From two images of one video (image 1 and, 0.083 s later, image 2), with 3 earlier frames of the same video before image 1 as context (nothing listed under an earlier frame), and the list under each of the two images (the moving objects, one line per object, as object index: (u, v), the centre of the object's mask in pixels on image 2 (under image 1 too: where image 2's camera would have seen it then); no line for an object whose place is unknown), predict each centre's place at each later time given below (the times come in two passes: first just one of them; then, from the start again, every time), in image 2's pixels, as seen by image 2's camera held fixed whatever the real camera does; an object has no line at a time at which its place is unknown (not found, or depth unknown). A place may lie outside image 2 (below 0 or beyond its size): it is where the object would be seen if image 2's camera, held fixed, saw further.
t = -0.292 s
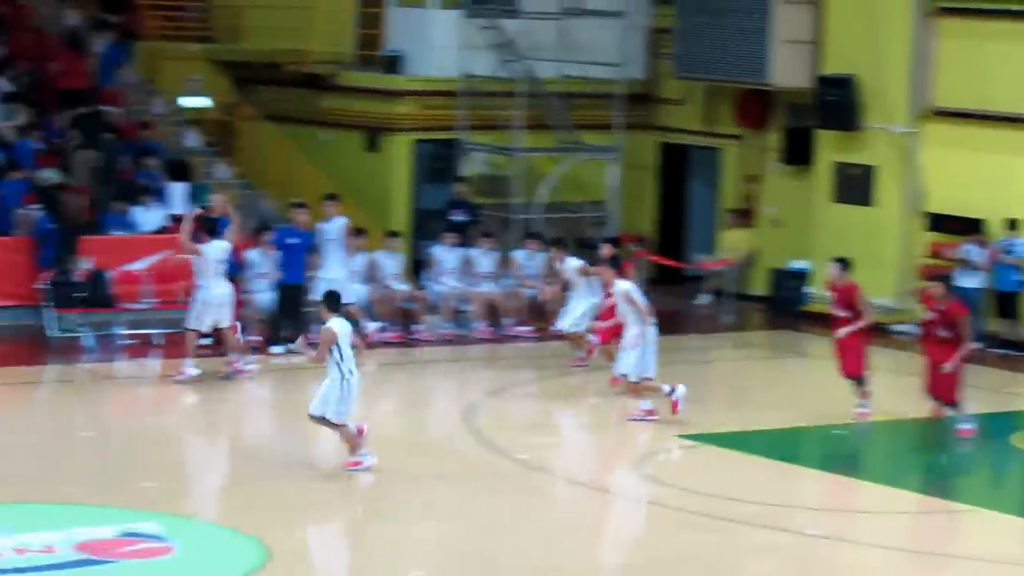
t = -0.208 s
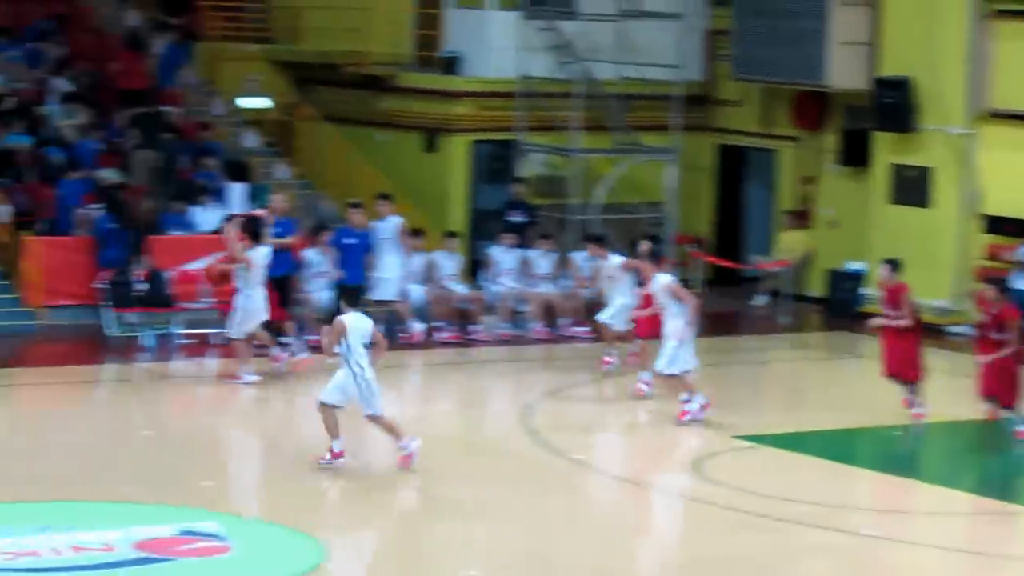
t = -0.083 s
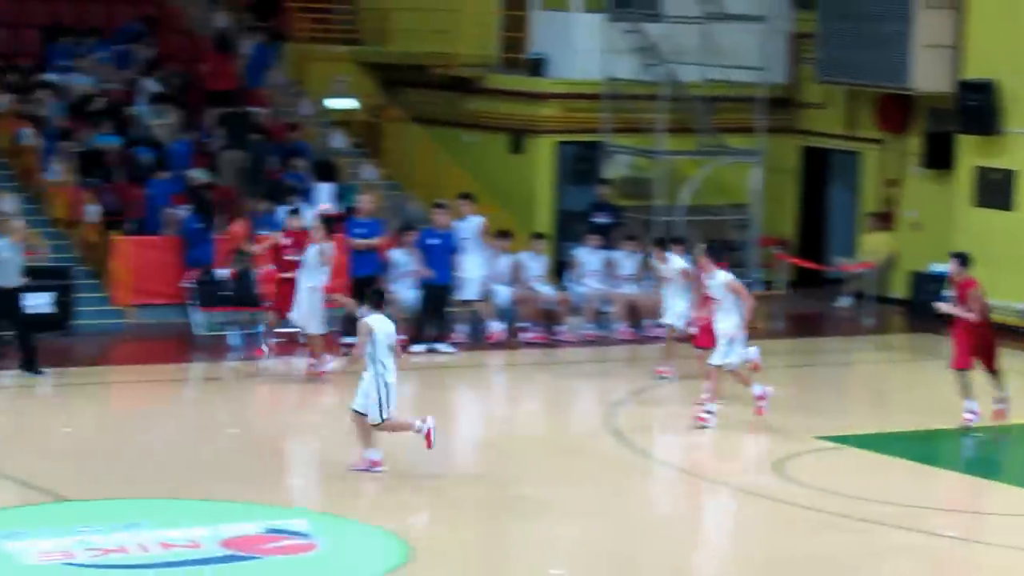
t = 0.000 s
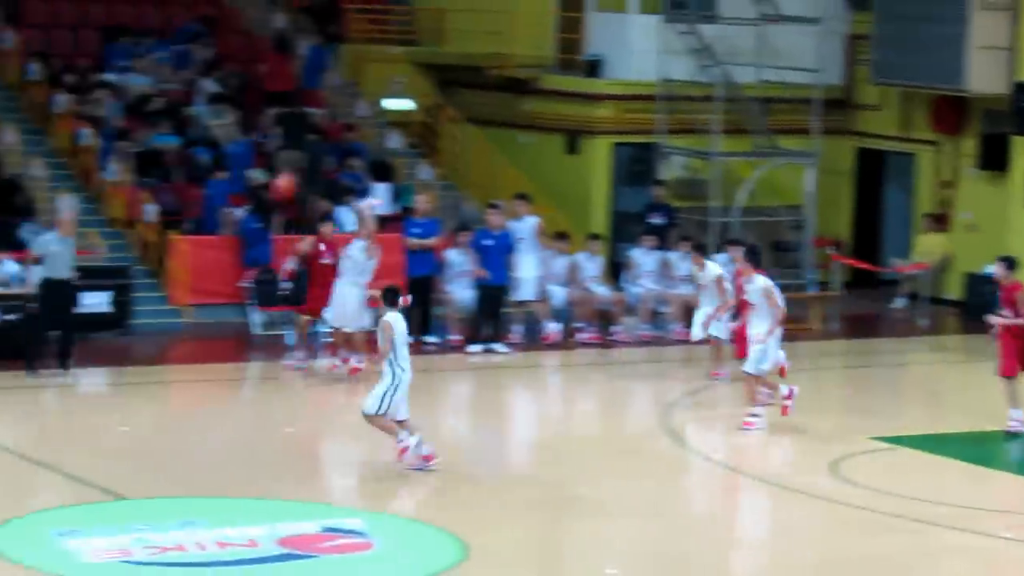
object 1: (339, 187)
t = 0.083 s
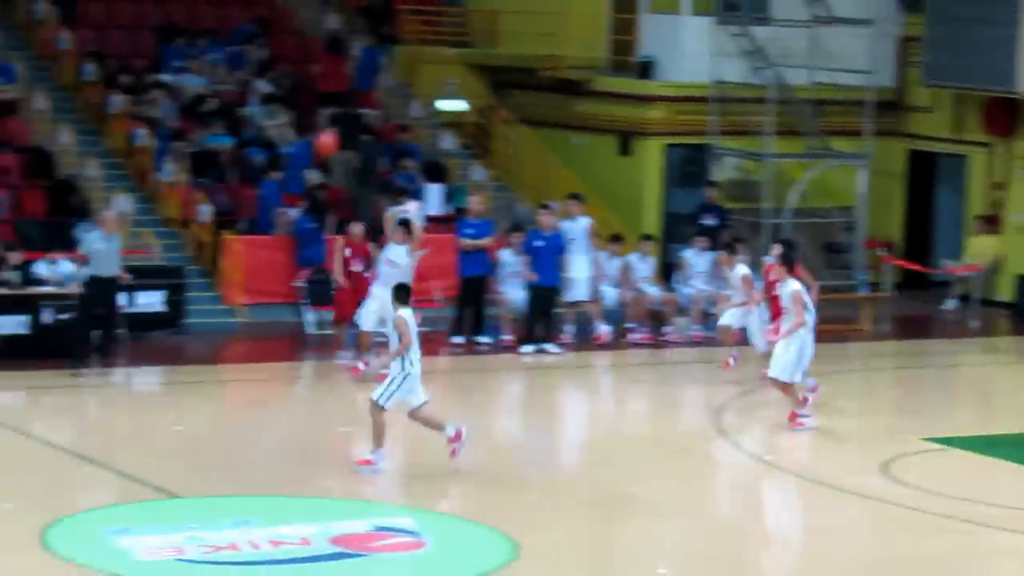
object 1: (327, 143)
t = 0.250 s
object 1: (298, 72)
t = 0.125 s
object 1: (320, 124)
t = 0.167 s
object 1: (313, 106)
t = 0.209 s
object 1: (305, 89)
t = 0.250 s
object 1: (298, 72)
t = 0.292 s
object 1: (290, 58)
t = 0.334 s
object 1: (282, 45)
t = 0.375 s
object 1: (273, 32)
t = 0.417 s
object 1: (264, 23)
